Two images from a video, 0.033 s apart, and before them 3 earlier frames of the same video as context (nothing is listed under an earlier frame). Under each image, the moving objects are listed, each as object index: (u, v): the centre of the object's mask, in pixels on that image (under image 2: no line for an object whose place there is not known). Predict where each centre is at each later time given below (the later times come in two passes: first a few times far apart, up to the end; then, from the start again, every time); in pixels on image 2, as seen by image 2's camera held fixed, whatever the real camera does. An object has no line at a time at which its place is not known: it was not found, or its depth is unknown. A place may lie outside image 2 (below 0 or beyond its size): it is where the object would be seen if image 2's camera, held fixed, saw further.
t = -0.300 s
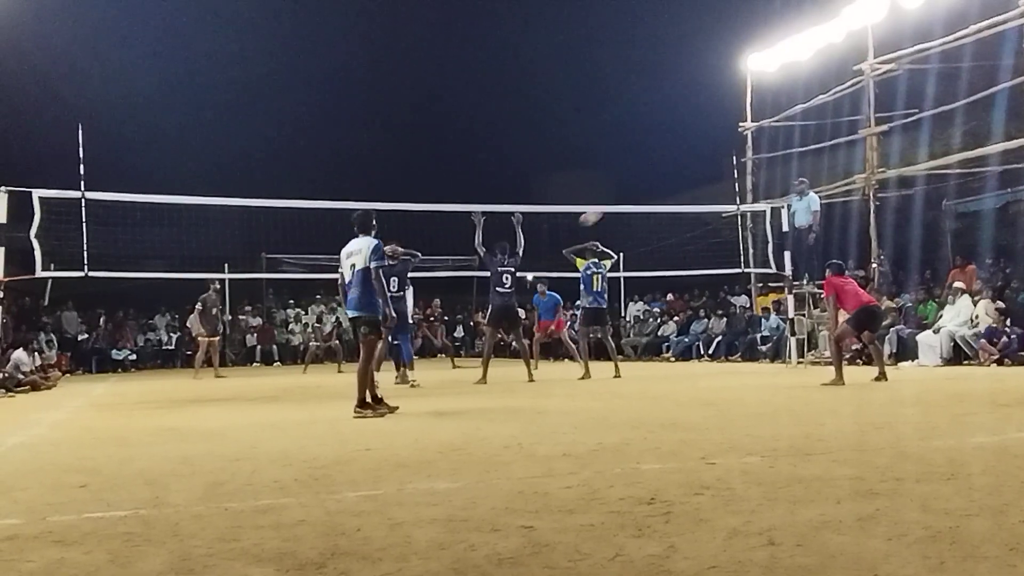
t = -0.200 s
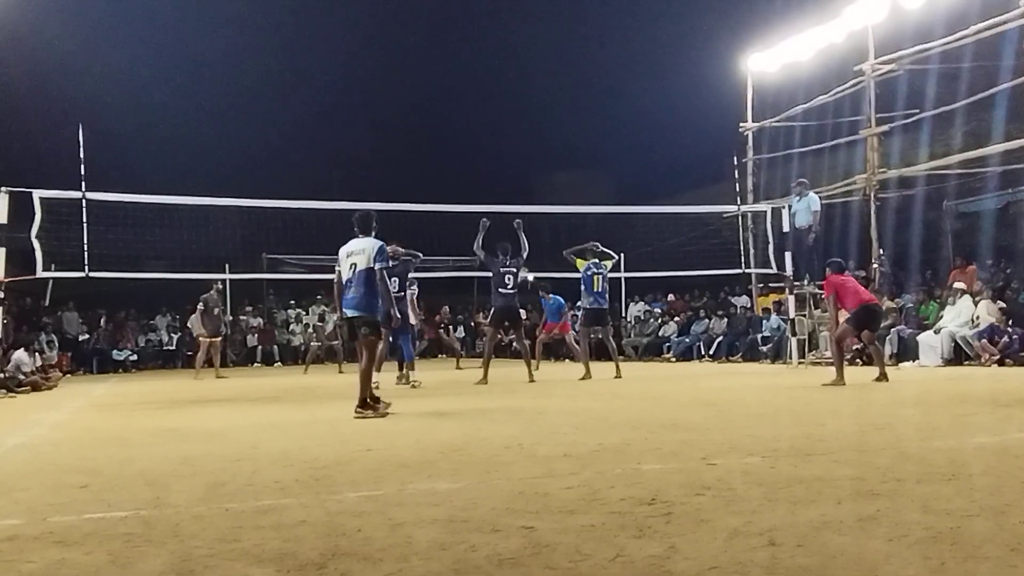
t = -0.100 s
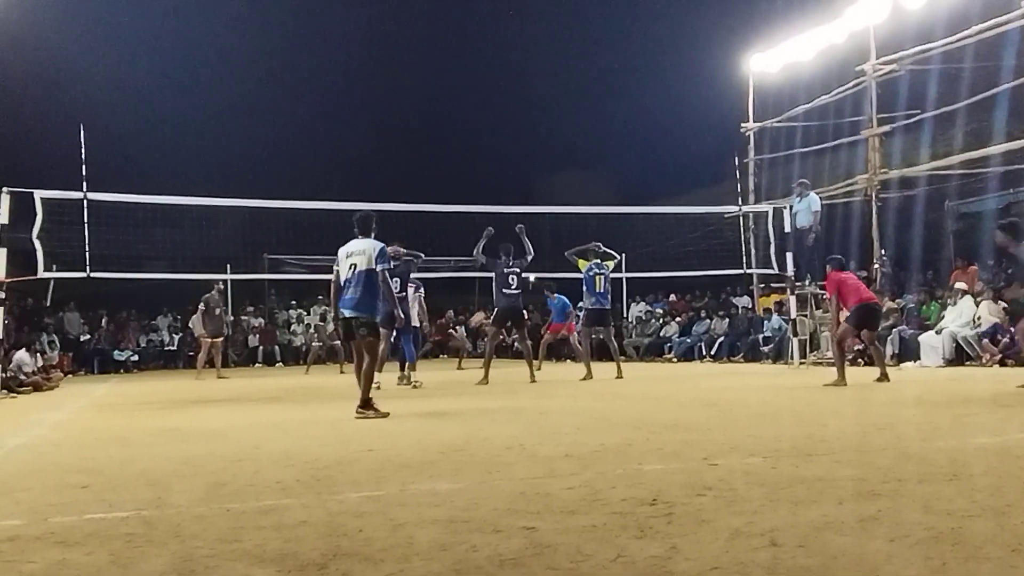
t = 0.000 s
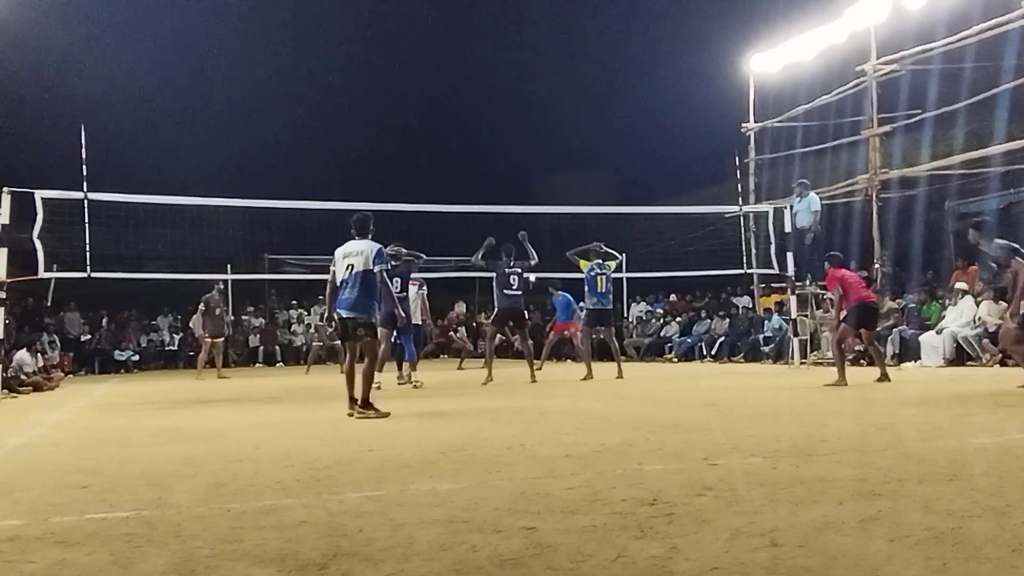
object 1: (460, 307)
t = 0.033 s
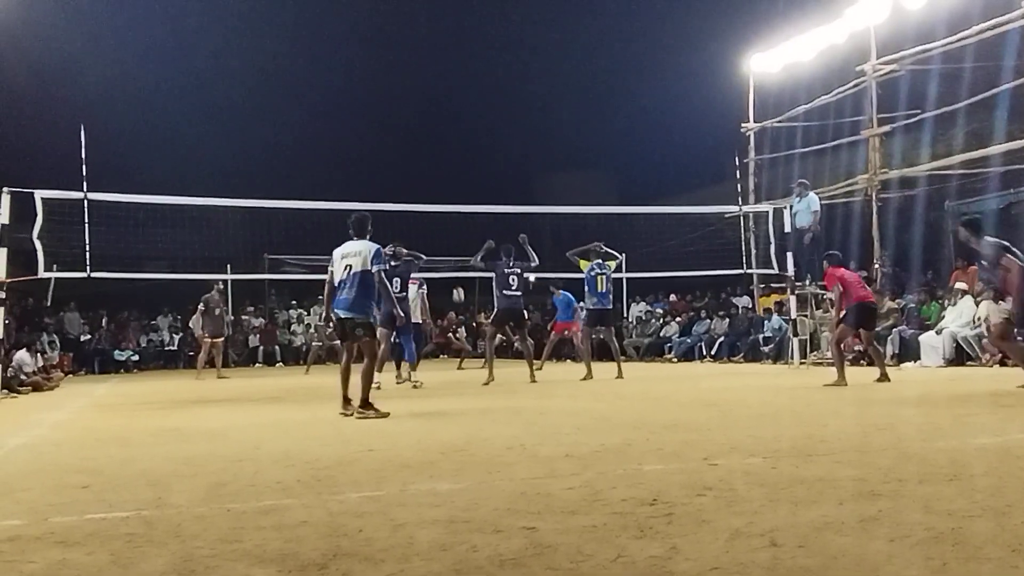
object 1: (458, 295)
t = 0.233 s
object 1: (448, 221)
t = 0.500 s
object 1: (431, 149)
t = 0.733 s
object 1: (416, 114)
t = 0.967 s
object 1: (398, 107)
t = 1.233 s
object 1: (376, 140)
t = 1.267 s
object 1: (373, 148)
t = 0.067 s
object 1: (457, 283)
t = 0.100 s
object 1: (455, 267)
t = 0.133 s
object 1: (453, 256)
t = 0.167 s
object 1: (451, 244)
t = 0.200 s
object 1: (450, 233)
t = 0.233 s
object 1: (448, 221)
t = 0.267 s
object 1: (446, 211)
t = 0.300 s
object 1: (444, 199)
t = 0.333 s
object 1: (442, 191)
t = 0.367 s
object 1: (440, 181)
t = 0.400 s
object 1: (438, 172)
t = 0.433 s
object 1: (436, 164)
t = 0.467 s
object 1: (434, 157)
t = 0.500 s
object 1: (431, 149)
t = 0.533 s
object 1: (429, 142)
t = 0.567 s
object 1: (427, 136)
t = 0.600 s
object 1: (425, 130)
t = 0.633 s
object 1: (422, 125)
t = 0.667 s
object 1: (421, 121)
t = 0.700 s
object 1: (418, 117)
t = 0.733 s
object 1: (416, 114)
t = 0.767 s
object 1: (413, 111)
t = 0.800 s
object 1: (411, 109)
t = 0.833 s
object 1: (408, 107)
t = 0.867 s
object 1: (406, 106)
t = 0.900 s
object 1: (404, 106)
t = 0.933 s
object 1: (401, 106)
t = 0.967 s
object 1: (398, 107)
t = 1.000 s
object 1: (396, 109)
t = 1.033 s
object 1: (393, 111)
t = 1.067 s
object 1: (391, 114)
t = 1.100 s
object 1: (388, 118)
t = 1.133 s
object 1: (385, 123)
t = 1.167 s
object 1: (382, 128)
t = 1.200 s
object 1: (379, 134)
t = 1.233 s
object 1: (376, 140)
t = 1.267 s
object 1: (373, 148)
